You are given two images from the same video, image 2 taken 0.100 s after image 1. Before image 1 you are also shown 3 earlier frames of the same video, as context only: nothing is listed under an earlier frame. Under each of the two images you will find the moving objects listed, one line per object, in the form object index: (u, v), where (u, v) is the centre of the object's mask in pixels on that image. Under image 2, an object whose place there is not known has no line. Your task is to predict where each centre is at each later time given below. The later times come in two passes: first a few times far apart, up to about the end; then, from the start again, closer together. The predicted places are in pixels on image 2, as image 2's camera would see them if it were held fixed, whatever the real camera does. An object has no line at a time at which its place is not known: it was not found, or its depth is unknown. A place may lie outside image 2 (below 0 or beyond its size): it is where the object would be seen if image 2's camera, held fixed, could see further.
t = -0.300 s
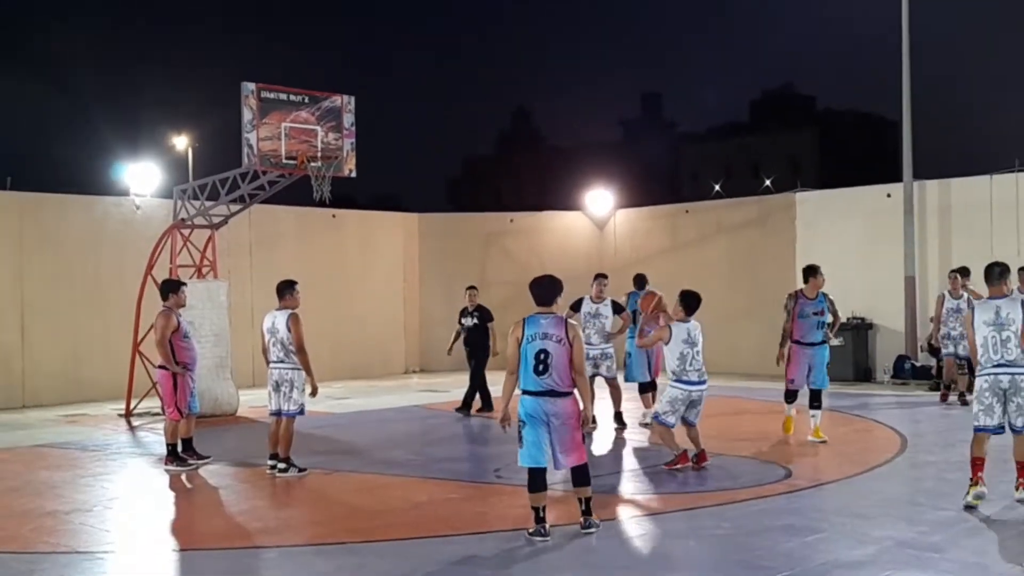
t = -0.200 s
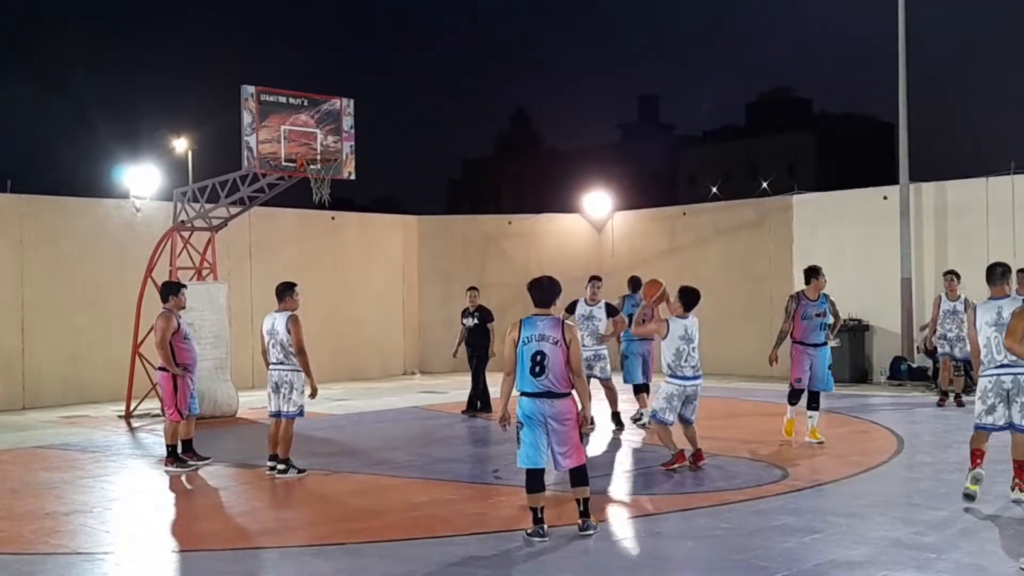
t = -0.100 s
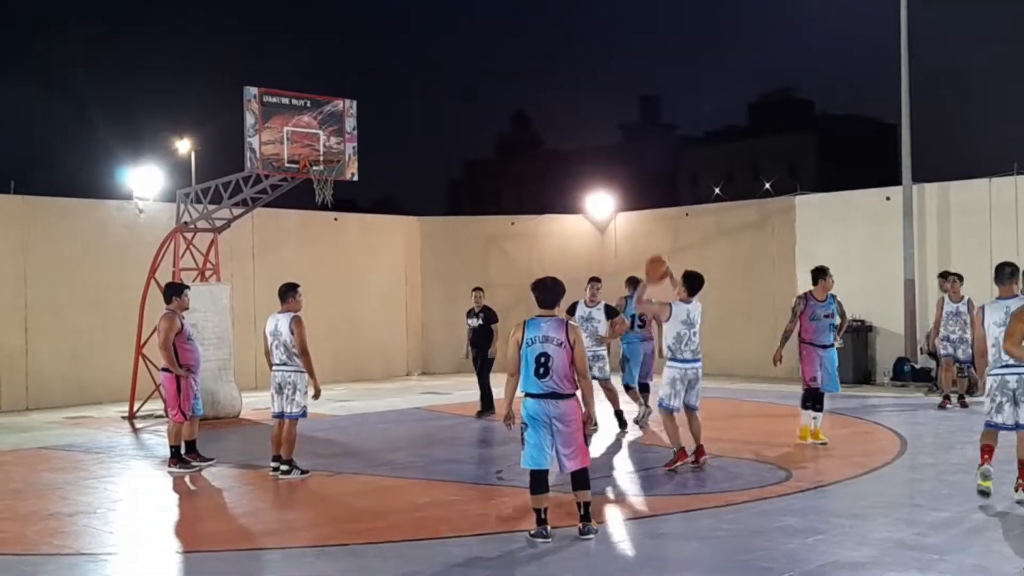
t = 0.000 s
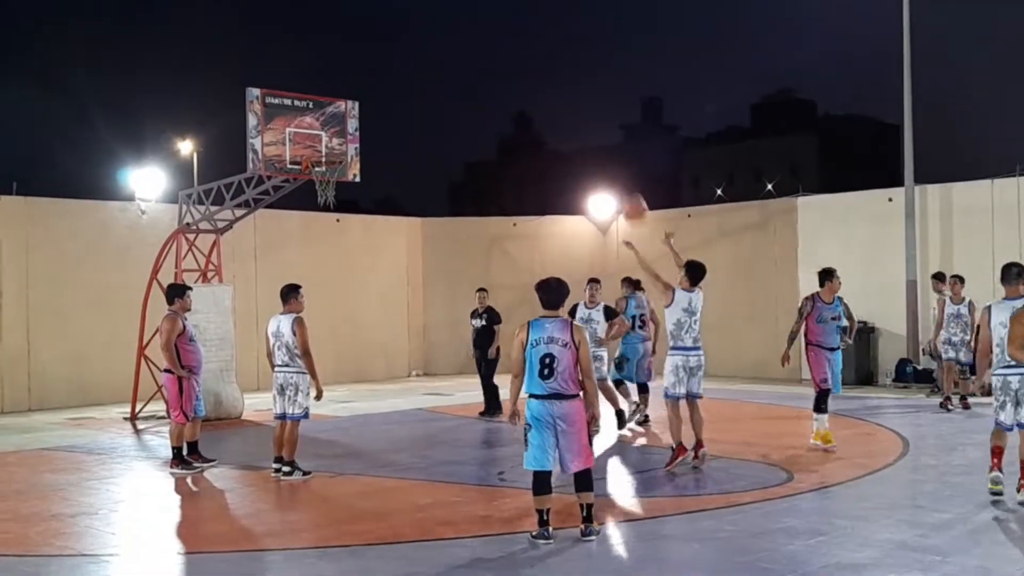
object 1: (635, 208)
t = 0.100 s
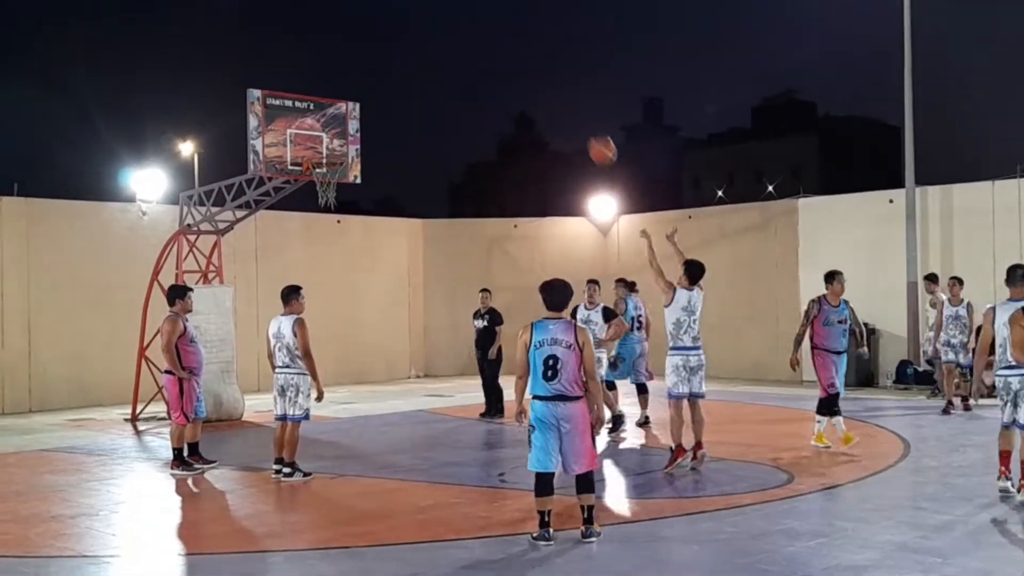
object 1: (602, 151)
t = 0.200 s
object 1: (571, 102)
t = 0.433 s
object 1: (504, 36)
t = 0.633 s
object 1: (453, 25)
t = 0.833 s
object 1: (407, 51)
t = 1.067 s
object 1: (360, 123)
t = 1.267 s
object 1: (376, 141)
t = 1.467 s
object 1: (421, 151)
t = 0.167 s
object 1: (581, 116)
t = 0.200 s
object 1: (571, 102)
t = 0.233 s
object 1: (561, 88)
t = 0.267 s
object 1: (551, 76)
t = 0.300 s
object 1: (541, 66)
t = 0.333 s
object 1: (532, 56)
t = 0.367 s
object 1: (523, 48)
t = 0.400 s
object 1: (513, 41)
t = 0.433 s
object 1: (504, 36)
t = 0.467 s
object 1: (495, 31)
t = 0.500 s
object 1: (486, 28)
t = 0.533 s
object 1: (478, 25)
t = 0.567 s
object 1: (470, 24)
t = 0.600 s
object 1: (461, 24)
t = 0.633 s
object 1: (453, 25)
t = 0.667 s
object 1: (445, 27)
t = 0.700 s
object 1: (436, 30)
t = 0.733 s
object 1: (429, 34)
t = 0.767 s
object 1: (421, 39)
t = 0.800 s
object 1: (414, 44)
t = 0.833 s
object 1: (407, 51)
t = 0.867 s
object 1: (399, 59)
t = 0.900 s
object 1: (392, 68)
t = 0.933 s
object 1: (386, 77)
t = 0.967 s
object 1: (379, 88)
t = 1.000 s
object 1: (373, 99)
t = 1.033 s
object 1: (367, 111)
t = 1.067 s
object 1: (360, 123)
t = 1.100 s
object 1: (355, 136)
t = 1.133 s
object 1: (347, 151)
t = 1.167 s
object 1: (353, 149)
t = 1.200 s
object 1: (362, 145)
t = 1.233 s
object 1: (369, 143)
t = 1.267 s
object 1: (376, 141)
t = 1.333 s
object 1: (390, 140)
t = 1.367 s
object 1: (397, 142)
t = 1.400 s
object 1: (405, 144)
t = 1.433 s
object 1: (413, 147)
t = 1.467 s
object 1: (421, 151)
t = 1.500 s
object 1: (429, 156)
